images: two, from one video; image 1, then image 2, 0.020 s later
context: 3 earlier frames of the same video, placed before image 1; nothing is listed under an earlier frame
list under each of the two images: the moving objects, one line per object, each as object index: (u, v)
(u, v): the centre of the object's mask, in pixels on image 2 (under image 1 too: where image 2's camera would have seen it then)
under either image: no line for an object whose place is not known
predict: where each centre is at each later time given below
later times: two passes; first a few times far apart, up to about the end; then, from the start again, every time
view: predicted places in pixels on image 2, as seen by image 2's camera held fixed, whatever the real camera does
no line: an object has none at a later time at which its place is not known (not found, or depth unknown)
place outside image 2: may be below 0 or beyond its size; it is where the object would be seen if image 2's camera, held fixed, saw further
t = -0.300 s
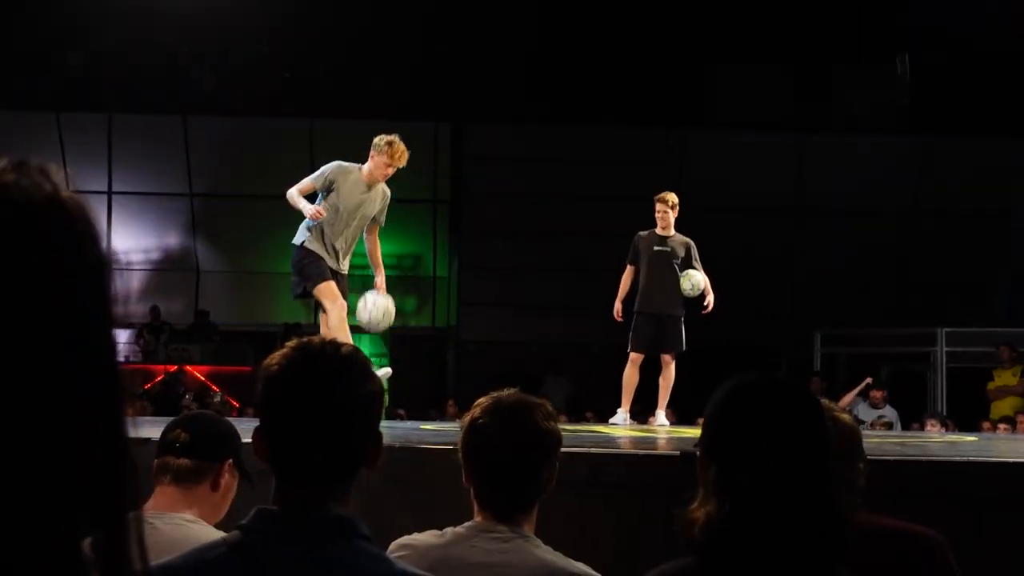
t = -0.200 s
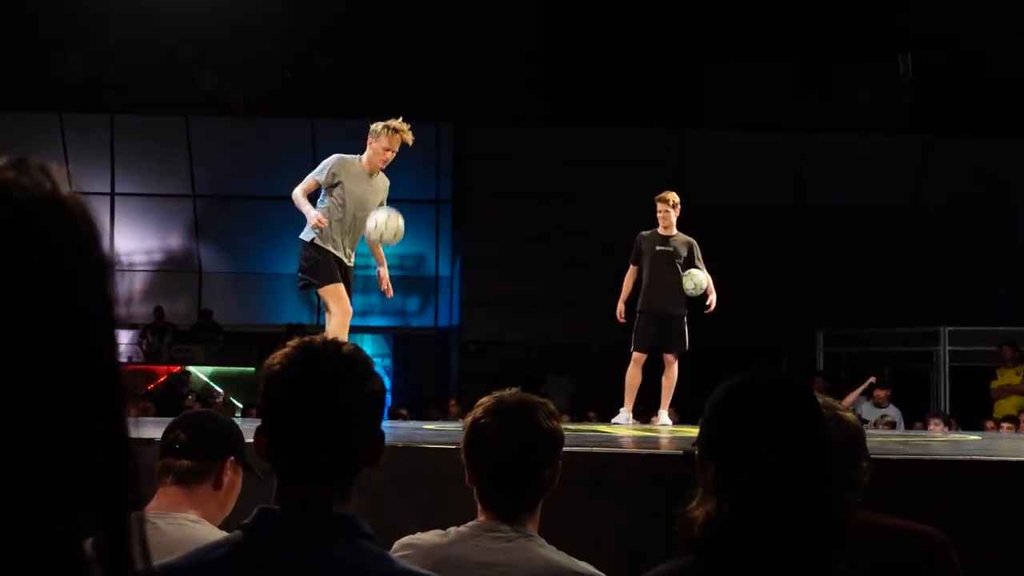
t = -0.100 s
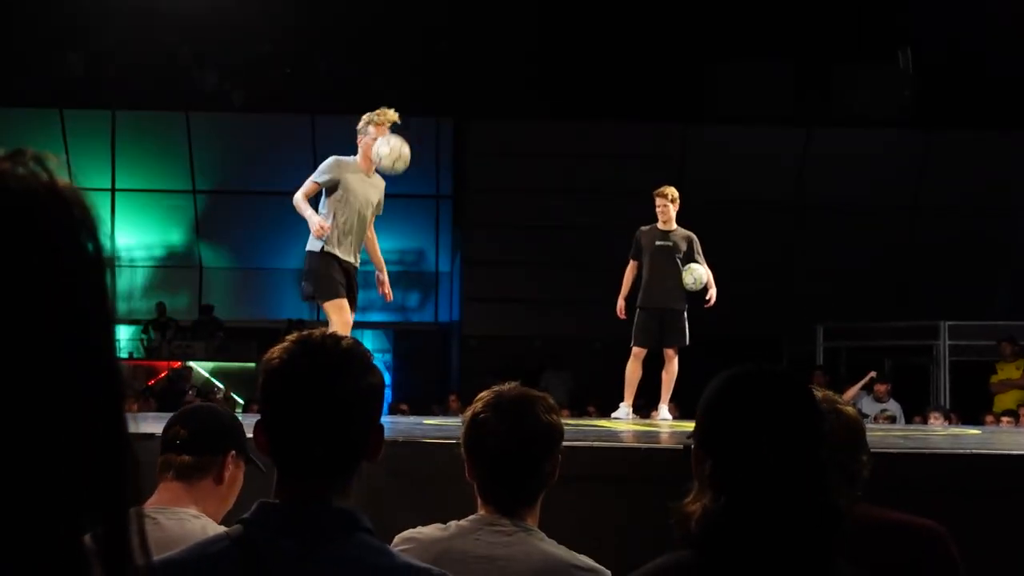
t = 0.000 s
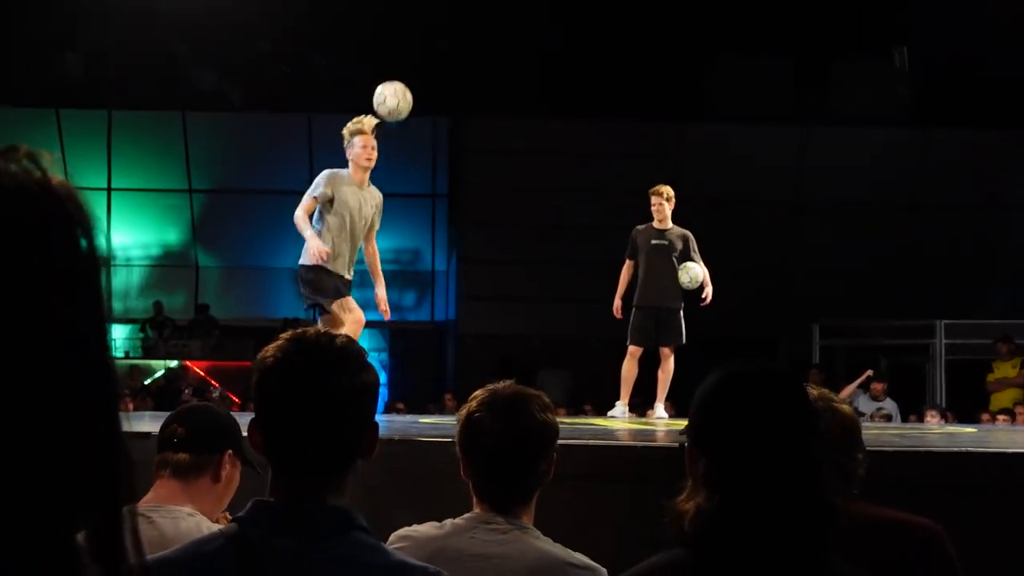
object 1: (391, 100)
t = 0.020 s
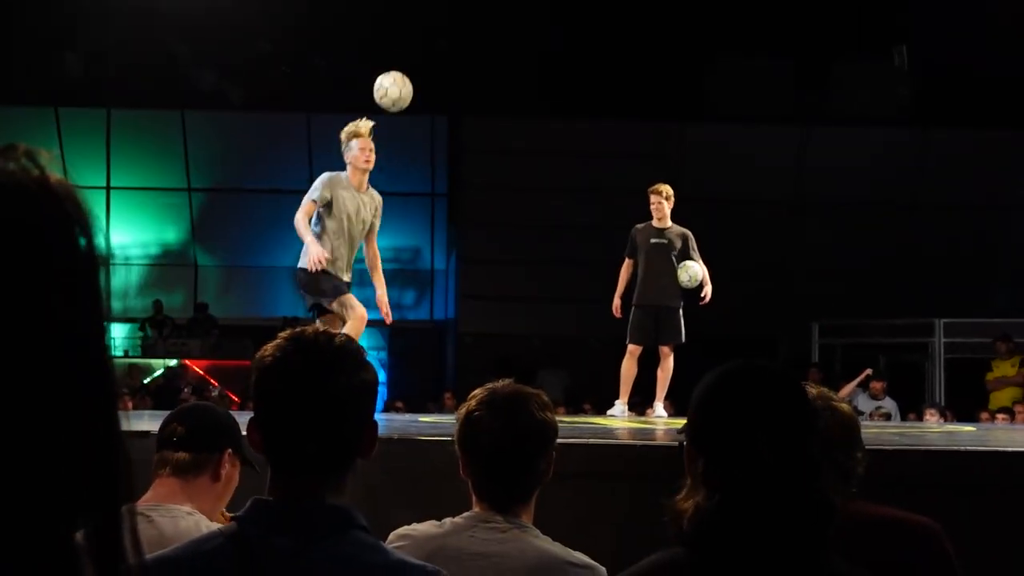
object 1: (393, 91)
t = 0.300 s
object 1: (405, 38)
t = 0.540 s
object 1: (415, 98)
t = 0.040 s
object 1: (394, 83)
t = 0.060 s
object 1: (395, 76)
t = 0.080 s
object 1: (396, 69)
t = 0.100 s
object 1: (396, 63)
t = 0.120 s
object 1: (397, 58)
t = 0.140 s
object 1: (398, 52)
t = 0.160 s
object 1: (399, 48)
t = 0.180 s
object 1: (400, 45)
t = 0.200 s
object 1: (401, 42)
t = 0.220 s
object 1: (402, 40)
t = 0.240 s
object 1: (403, 38)
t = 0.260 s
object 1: (404, 38)
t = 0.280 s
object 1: (405, 37)
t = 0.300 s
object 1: (405, 38)
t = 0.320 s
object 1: (406, 39)
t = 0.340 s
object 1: (407, 41)
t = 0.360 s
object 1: (407, 43)
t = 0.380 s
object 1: (408, 47)
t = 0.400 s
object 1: (409, 51)
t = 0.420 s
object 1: (410, 55)
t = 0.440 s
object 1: (410, 61)
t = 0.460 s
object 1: (411, 67)
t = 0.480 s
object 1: (412, 73)
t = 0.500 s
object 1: (413, 81)
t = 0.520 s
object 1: (414, 89)
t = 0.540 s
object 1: (415, 98)
